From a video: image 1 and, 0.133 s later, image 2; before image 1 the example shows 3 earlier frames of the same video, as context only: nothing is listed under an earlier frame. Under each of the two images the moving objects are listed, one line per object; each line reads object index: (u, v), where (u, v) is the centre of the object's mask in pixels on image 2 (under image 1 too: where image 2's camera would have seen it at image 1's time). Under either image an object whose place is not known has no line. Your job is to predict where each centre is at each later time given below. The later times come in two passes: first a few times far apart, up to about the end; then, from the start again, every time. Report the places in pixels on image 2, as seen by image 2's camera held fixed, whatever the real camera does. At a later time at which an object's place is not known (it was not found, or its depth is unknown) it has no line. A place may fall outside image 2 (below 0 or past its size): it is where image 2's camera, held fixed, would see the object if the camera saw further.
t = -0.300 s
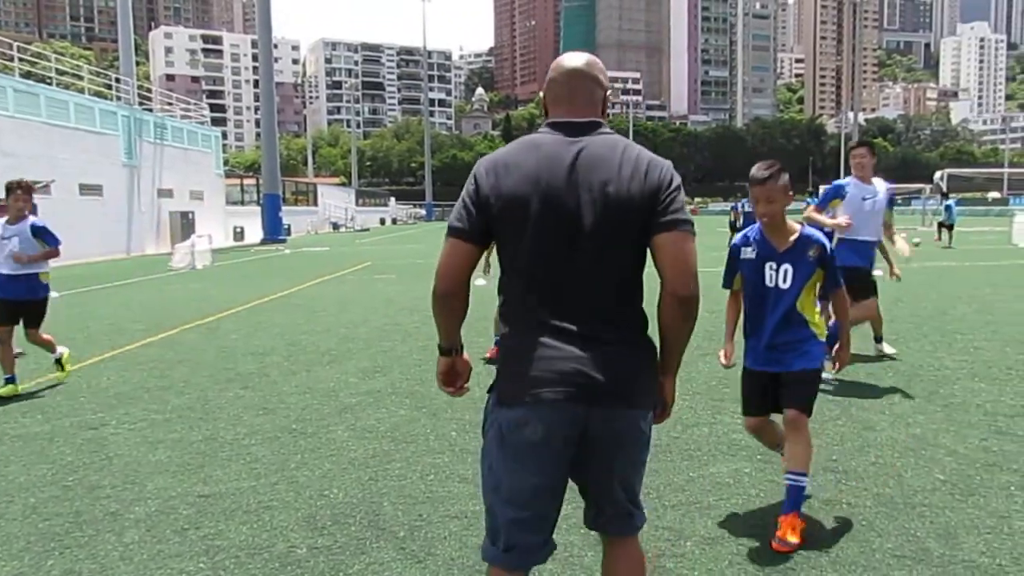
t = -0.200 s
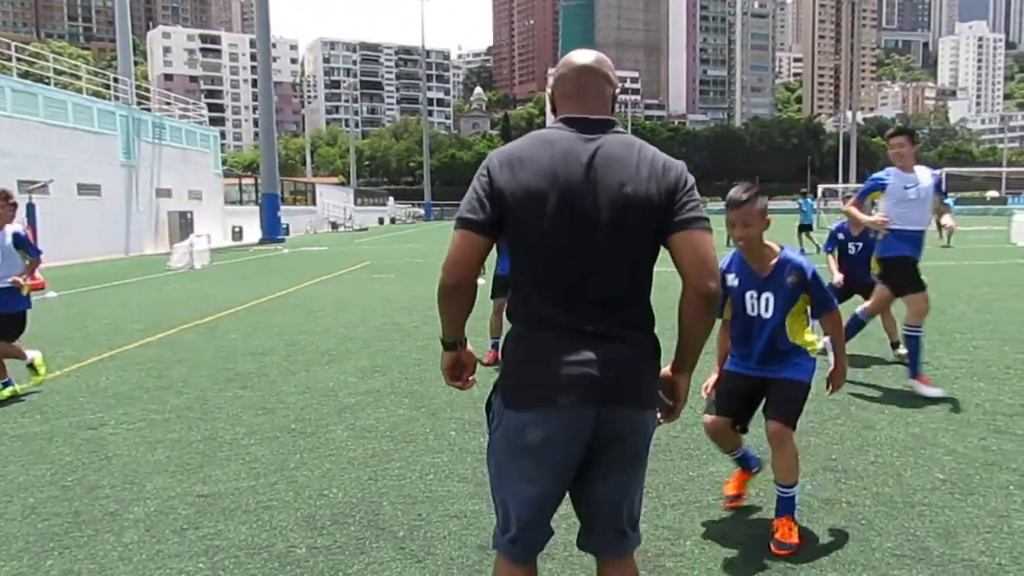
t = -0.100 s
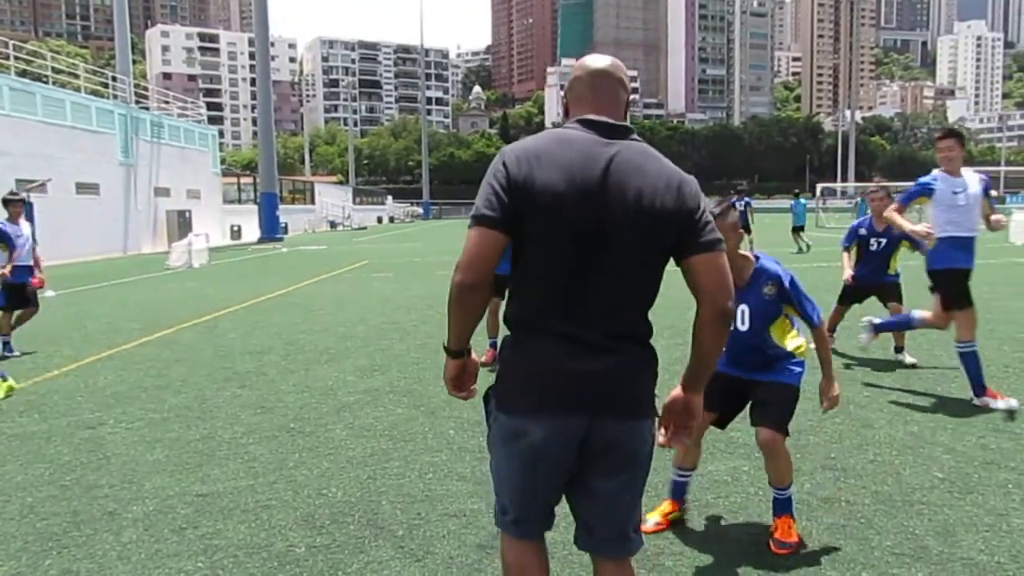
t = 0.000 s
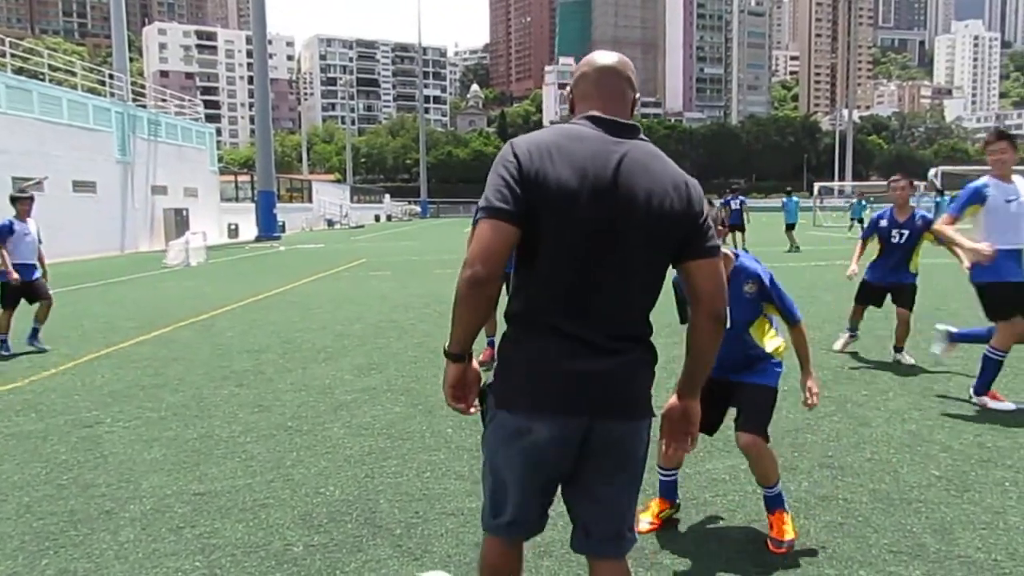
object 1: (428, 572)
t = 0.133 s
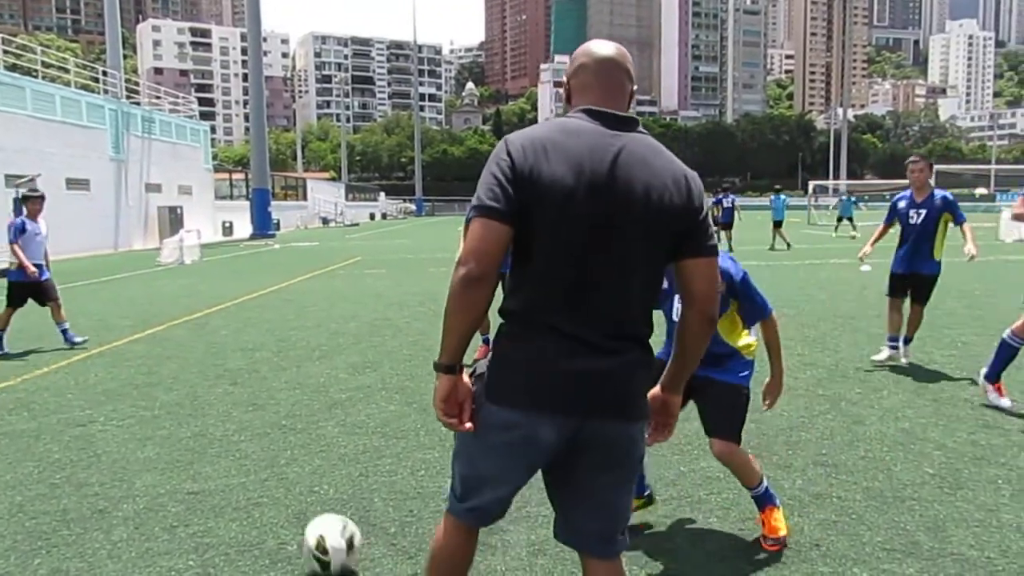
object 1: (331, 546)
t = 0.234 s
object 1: (284, 516)
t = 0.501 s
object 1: (212, 471)
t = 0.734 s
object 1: (169, 445)
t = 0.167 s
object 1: (313, 533)
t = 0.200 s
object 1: (297, 524)
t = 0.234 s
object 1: (284, 516)
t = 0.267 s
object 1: (271, 508)
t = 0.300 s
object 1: (260, 501)
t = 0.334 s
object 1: (249, 494)
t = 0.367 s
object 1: (240, 490)
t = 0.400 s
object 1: (232, 483)
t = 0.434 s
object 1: (225, 480)
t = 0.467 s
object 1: (218, 476)
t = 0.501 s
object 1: (212, 471)
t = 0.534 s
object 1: (204, 468)
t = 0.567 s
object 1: (197, 463)
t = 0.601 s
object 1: (191, 459)
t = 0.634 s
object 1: (186, 456)
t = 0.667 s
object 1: (180, 452)
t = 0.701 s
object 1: (175, 448)
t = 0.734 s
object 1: (169, 445)
